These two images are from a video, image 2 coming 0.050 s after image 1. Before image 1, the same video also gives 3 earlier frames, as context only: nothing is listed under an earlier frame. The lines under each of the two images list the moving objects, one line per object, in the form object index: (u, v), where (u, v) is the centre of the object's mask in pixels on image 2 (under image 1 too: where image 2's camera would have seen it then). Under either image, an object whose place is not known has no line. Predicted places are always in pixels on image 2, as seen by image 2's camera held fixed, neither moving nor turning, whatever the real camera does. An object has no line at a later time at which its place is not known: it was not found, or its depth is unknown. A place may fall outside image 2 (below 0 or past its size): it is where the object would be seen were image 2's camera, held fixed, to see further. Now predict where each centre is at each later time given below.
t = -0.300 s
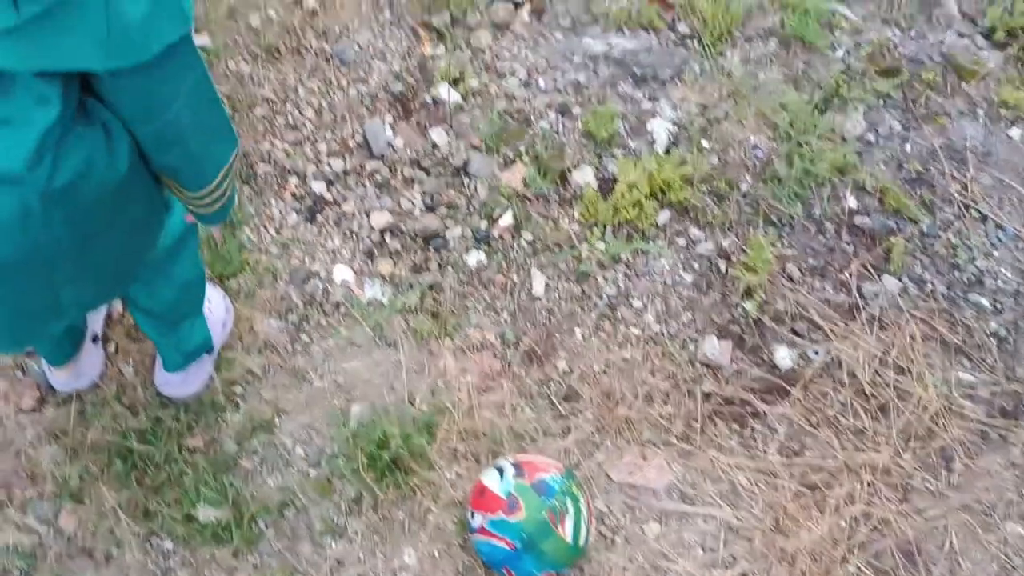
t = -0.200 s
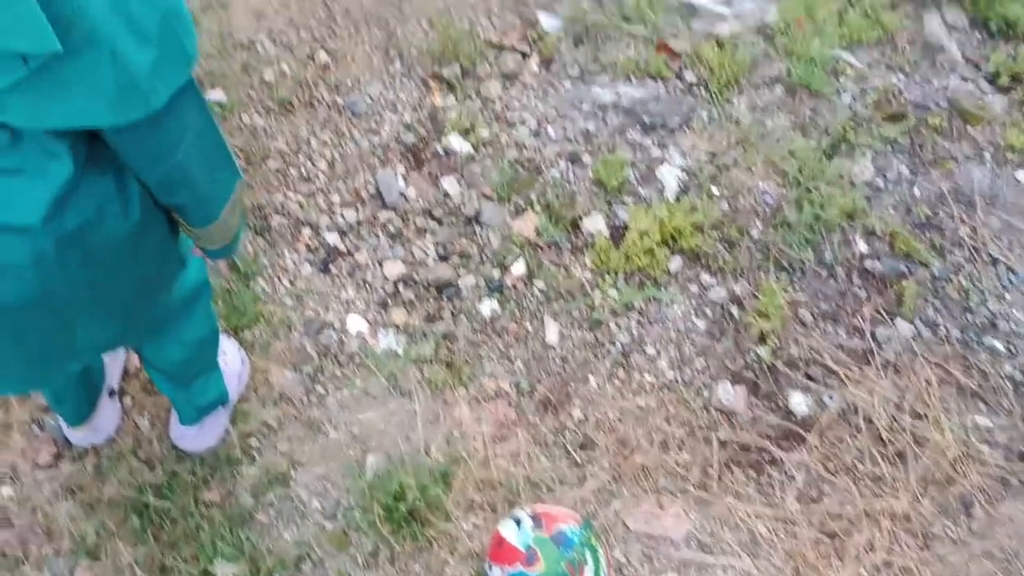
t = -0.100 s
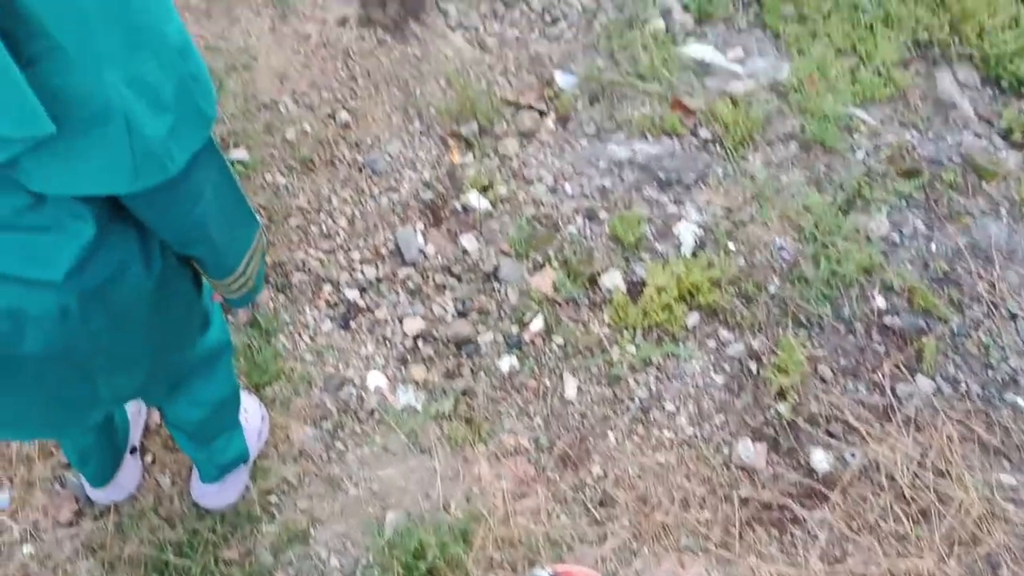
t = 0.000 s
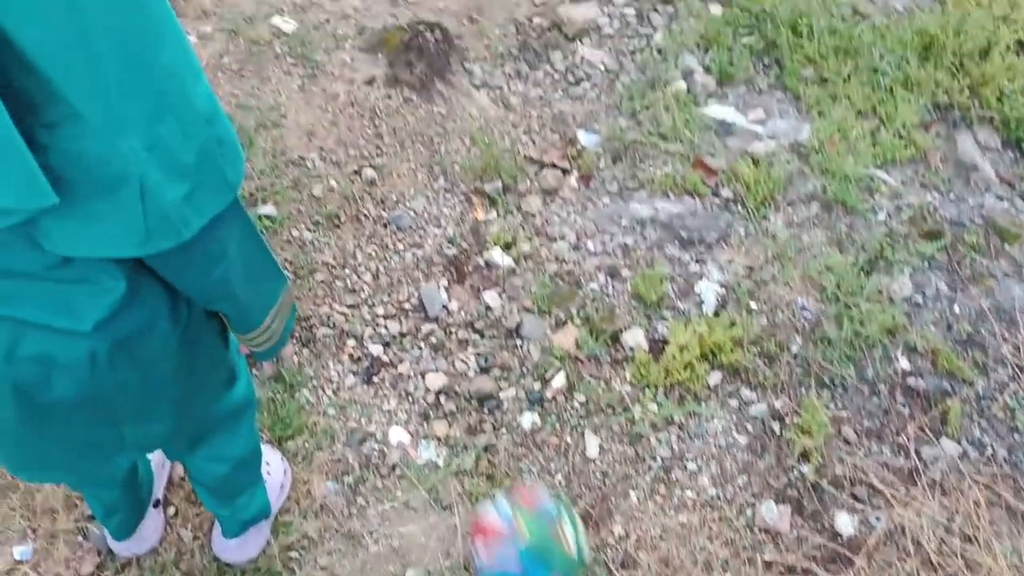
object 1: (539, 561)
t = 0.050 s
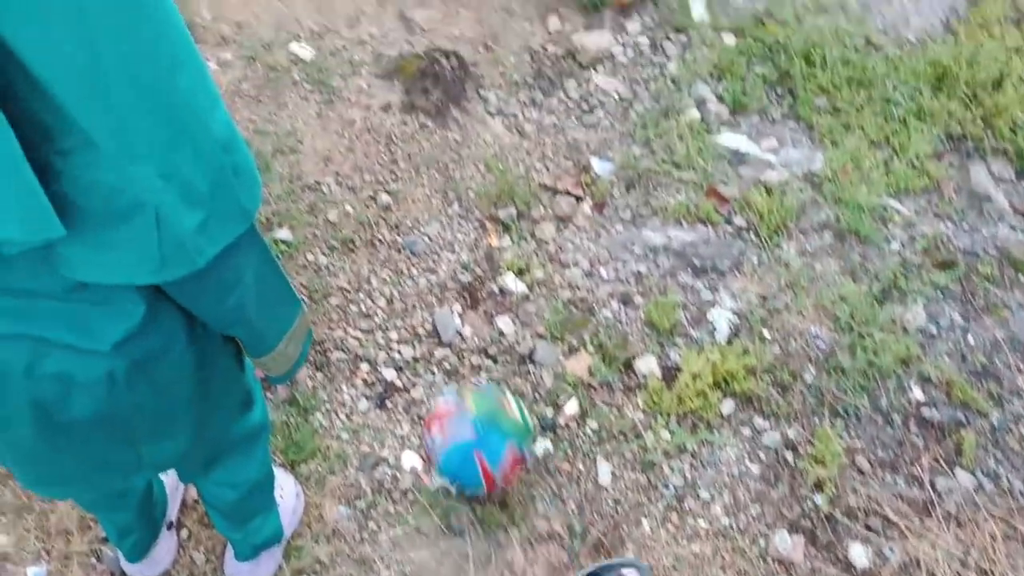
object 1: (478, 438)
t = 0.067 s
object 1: (460, 398)
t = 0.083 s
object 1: (441, 361)
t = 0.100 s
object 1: (425, 328)
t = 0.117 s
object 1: (409, 299)
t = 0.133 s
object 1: (393, 272)
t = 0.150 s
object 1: (378, 248)
